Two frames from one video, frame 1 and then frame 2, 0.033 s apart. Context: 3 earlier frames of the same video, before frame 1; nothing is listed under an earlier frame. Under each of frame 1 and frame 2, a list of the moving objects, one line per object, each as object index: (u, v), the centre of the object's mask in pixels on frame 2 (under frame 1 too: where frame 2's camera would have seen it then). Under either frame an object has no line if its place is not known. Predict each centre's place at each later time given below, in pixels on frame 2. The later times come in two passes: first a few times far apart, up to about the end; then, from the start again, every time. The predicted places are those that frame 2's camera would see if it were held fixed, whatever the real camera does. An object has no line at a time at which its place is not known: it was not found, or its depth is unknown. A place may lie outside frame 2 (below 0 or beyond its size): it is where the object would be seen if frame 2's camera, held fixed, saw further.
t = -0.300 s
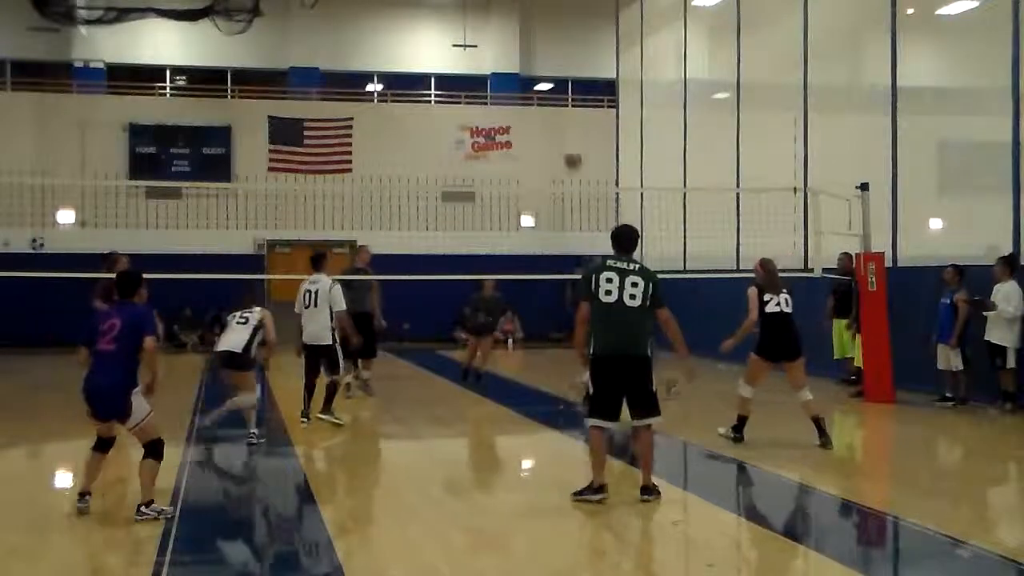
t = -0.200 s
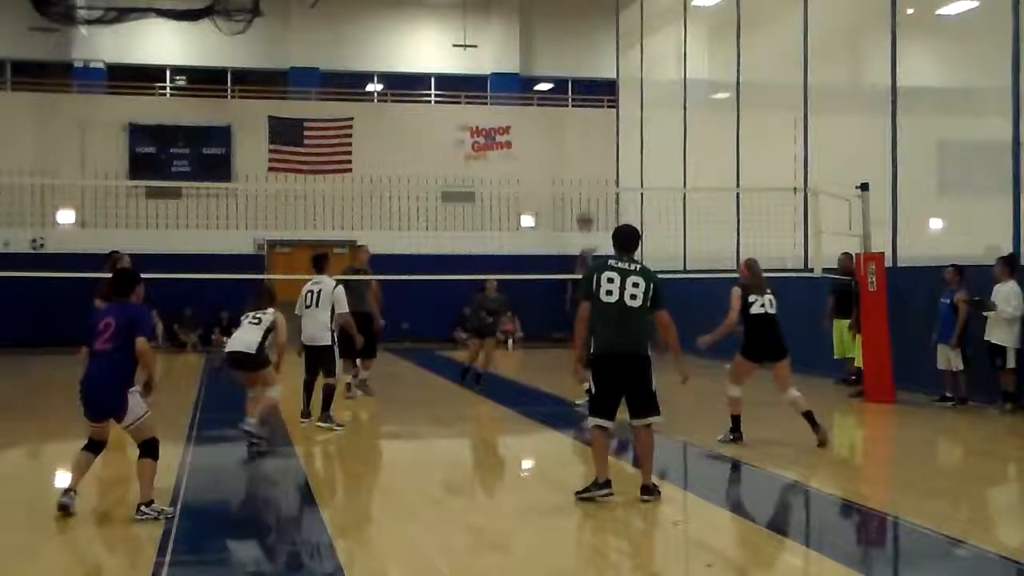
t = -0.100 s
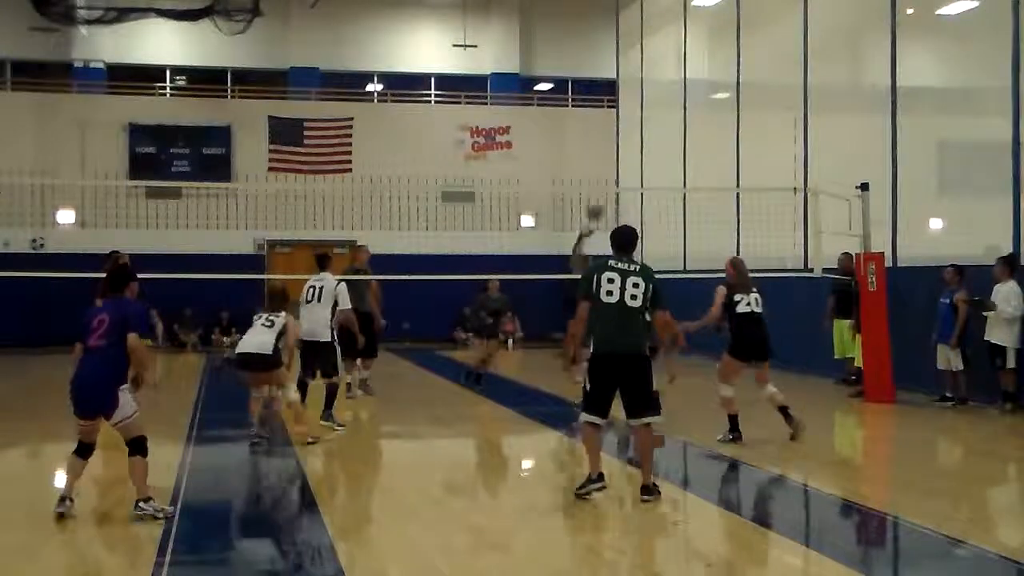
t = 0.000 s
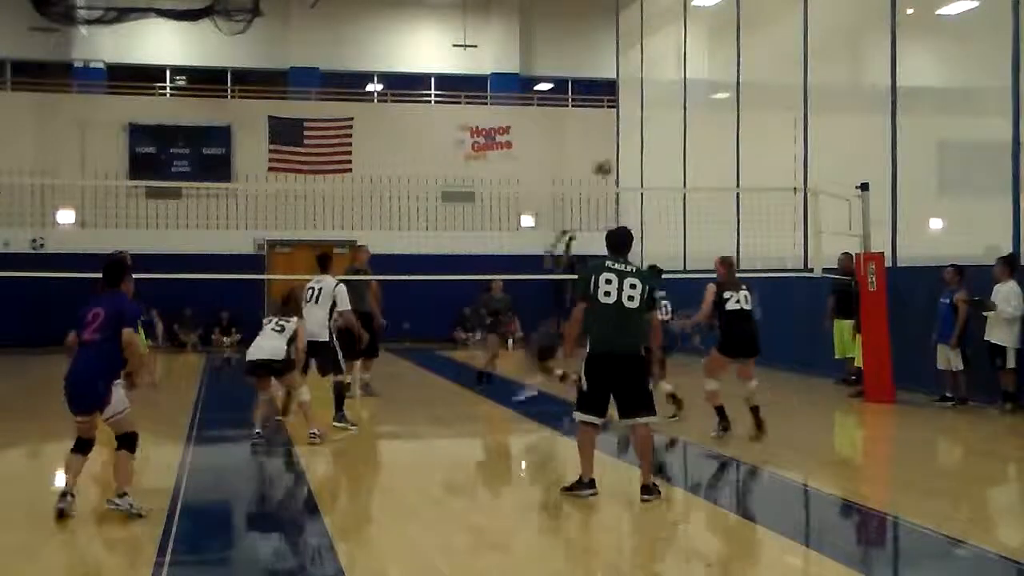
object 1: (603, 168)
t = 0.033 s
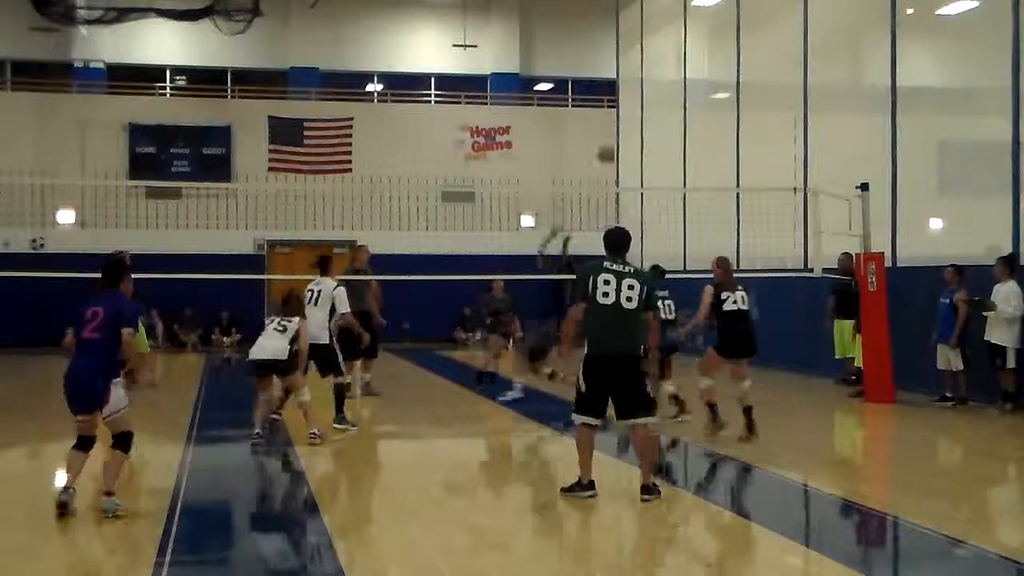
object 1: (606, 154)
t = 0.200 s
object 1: (624, 104)
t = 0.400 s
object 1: (640, 74)
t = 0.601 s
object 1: (660, 79)
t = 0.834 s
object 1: (683, 132)
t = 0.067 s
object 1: (607, 143)
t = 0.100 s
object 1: (612, 133)
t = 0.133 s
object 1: (615, 122)
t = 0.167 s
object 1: (618, 112)
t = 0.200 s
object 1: (624, 104)
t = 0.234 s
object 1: (624, 97)
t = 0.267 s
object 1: (628, 89)
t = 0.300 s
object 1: (631, 85)
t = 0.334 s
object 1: (634, 80)
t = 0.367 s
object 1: (636, 77)
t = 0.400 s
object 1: (640, 74)
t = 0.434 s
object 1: (644, 72)
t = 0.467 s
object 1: (647, 72)
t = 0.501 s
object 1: (650, 72)
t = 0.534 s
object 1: (653, 73)
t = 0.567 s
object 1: (656, 75)
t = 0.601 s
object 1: (660, 79)
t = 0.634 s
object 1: (663, 83)
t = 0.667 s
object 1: (666, 88)
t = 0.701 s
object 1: (669, 95)
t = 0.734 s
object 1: (673, 102)
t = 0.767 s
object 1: (675, 111)
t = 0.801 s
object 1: (679, 121)
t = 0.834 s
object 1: (683, 132)
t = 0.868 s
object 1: (686, 144)
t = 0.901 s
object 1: (689, 157)
